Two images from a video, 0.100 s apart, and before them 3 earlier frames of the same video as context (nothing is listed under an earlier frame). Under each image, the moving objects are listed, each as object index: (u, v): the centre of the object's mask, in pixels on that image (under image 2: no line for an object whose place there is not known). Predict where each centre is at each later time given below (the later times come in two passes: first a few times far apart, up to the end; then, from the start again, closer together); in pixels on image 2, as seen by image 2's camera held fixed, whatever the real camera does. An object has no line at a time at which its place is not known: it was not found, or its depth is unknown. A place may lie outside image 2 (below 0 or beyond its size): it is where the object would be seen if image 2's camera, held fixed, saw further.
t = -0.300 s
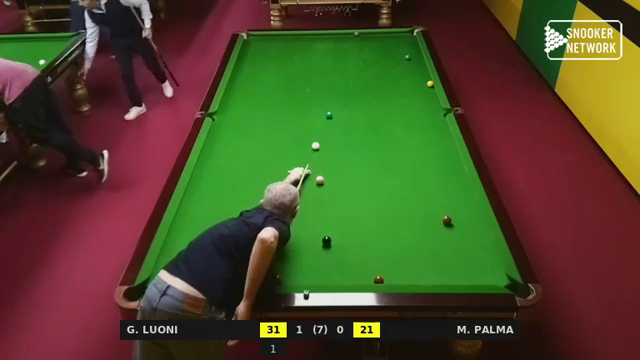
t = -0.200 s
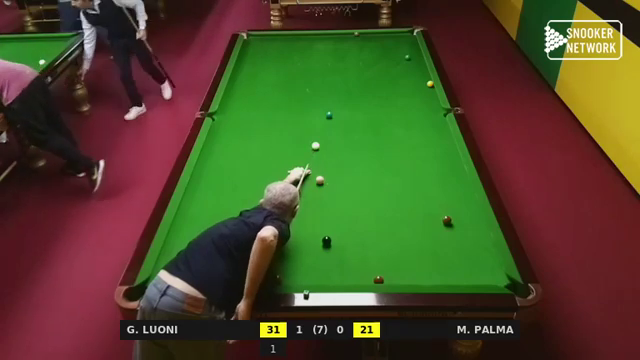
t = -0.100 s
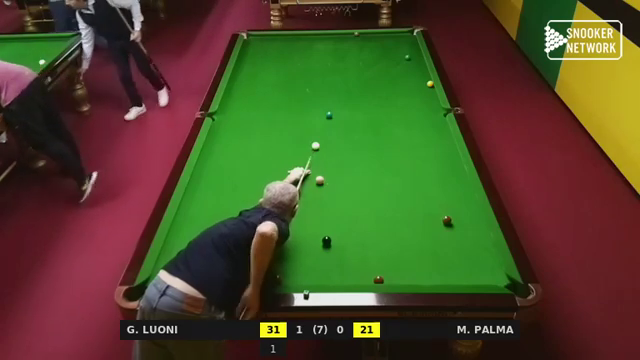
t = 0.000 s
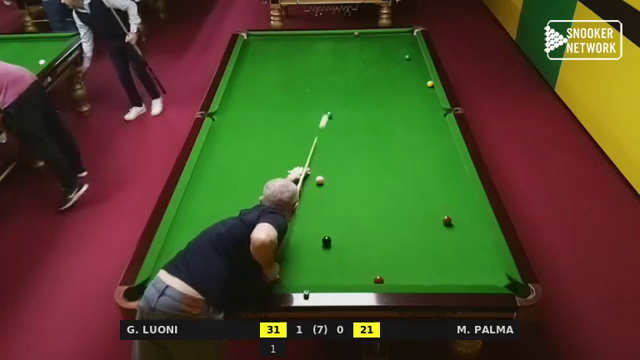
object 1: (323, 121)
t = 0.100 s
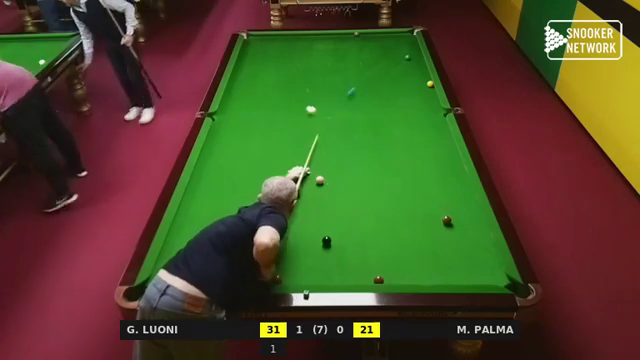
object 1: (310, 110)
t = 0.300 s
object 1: (281, 98)
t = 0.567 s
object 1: (255, 77)
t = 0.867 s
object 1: (243, 56)
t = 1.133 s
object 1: (259, 43)
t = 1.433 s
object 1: (270, 39)
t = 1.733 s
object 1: (276, 49)
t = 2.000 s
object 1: (281, 58)
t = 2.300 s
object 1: (287, 68)
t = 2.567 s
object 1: (293, 78)
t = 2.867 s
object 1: (299, 90)
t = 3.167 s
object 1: (306, 102)
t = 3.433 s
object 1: (313, 113)
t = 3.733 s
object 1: (320, 126)
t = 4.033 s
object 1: (328, 140)
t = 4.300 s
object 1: (335, 152)
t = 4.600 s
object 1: (344, 167)
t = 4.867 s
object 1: (351, 180)
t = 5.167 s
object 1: (361, 195)
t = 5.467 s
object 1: (370, 210)
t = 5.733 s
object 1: (379, 224)
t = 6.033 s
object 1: (389, 240)
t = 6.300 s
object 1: (398, 254)
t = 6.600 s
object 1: (408, 270)
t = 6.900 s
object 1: (415, 277)
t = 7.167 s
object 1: (418, 269)
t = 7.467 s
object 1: (421, 262)
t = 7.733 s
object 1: (423, 256)
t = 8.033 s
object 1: (424, 251)
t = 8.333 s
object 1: (426, 247)
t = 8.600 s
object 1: (427, 244)
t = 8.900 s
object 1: (427, 243)
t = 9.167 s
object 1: (427, 243)
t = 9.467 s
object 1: (427, 243)
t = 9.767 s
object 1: (427, 243)
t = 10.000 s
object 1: (427, 243)
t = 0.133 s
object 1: (305, 109)
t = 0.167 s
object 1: (300, 107)
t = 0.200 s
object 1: (295, 104)
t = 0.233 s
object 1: (290, 103)
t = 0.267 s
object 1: (285, 100)
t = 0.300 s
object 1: (281, 98)
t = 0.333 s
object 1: (277, 96)
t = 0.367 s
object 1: (273, 93)
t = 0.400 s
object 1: (269, 91)
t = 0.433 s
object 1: (266, 88)
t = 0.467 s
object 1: (263, 86)
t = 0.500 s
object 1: (260, 83)
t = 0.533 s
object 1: (257, 80)
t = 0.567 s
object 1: (255, 77)
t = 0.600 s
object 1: (252, 75)
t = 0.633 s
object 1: (250, 72)
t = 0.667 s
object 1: (247, 70)
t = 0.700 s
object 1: (245, 67)
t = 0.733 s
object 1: (243, 64)
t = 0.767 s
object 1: (241, 62)
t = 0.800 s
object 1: (239, 60)
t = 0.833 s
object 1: (241, 57)
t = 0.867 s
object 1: (243, 56)
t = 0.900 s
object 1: (246, 54)
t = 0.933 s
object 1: (248, 52)
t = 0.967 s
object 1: (250, 51)
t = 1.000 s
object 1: (252, 49)
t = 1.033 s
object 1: (254, 47)
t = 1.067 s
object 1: (256, 46)
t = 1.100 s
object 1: (258, 44)
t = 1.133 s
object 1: (259, 43)
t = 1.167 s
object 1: (261, 41)
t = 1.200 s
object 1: (263, 39)
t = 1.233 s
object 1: (265, 38)
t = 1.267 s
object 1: (266, 36)
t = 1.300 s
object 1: (268, 35)
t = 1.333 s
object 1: (268, 36)
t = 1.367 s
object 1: (269, 37)
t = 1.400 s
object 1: (270, 38)
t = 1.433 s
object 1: (270, 39)
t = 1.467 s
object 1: (271, 40)
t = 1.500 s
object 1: (272, 41)
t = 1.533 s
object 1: (272, 43)
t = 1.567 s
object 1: (273, 43)
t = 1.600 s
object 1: (273, 44)
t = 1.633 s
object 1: (274, 45)
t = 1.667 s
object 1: (275, 47)
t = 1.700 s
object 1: (275, 48)
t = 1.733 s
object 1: (276, 49)
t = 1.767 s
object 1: (277, 50)
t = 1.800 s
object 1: (277, 51)
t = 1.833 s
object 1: (278, 52)
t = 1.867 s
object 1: (279, 53)
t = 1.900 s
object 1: (279, 54)
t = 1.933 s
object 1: (280, 56)
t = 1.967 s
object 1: (280, 57)
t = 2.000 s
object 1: (281, 58)
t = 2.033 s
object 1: (282, 59)
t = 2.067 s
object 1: (283, 60)
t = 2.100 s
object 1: (283, 61)
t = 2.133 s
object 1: (284, 62)
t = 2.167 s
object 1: (284, 64)
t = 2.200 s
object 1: (285, 65)
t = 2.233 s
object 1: (286, 66)
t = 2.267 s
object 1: (287, 67)
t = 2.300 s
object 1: (287, 68)
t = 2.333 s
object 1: (288, 70)
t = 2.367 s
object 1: (289, 71)
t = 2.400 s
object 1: (289, 72)
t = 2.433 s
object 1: (290, 73)
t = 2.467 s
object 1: (291, 75)
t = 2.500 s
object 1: (292, 76)
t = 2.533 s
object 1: (293, 77)
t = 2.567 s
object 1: (293, 78)
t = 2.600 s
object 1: (294, 79)
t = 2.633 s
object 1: (294, 81)
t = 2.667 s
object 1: (295, 82)
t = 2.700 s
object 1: (296, 83)
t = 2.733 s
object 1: (297, 85)
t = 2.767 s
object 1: (298, 86)
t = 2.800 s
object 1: (298, 87)
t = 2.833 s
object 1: (299, 88)
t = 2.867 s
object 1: (299, 90)
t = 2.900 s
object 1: (300, 91)
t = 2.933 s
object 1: (301, 92)
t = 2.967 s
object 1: (302, 94)
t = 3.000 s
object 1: (303, 95)
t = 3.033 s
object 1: (303, 97)
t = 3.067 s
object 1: (304, 98)
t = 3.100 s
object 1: (305, 99)
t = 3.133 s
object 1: (306, 100)
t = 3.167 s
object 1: (306, 102)
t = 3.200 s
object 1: (307, 103)
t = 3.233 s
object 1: (308, 105)
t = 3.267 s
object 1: (309, 106)
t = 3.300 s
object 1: (309, 108)
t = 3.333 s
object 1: (310, 109)
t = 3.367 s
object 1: (311, 110)
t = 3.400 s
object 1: (312, 112)
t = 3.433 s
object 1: (313, 113)
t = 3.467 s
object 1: (314, 115)
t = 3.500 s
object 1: (314, 116)
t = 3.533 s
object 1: (315, 117)
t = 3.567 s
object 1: (316, 119)
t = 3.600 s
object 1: (317, 120)
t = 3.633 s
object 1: (318, 122)
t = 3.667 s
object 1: (319, 123)
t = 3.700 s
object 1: (320, 125)
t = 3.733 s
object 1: (320, 126)
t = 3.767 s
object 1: (321, 128)
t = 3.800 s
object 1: (322, 129)
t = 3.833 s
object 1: (323, 130)
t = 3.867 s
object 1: (324, 132)
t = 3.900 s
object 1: (325, 133)
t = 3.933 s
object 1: (325, 135)
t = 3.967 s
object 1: (326, 137)
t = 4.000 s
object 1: (327, 138)
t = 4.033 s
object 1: (328, 140)
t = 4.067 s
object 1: (329, 141)
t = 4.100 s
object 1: (330, 143)
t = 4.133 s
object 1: (331, 144)
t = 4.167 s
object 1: (332, 146)
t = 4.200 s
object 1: (333, 147)
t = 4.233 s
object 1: (334, 149)
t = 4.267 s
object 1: (335, 151)
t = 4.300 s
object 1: (335, 152)
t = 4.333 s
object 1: (336, 154)
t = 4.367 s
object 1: (337, 155)
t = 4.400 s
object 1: (338, 157)
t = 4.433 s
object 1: (339, 158)
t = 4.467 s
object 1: (340, 160)
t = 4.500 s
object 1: (341, 162)
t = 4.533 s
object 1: (342, 163)
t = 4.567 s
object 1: (343, 165)
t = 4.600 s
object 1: (344, 167)
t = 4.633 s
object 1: (345, 168)
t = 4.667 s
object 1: (346, 170)
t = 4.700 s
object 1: (347, 171)
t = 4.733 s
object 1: (348, 173)
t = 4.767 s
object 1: (349, 175)
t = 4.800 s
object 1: (350, 177)
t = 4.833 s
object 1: (350, 178)
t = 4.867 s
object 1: (351, 180)
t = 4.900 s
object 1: (353, 182)
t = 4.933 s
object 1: (353, 183)
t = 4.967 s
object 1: (355, 185)
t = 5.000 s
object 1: (356, 187)
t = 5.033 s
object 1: (357, 188)
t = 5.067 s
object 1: (358, 190)
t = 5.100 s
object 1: (358, 192)
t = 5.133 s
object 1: (359, 193)
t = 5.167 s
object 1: (361, 195)
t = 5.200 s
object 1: (362, 197)
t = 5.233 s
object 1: (363, 198)
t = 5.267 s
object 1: (364, 200)
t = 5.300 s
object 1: (365, 202)
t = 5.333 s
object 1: (366, 203)
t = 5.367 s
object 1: (367, 205)
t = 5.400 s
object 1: (368, 207)
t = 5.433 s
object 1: (369, 208)
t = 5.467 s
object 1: (370, 210)
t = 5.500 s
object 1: (371, 212)
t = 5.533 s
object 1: (372, 214)
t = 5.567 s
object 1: (373, 215)
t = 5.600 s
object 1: (374, 217)
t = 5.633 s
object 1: (375, 219)
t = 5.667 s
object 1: (376, 221)
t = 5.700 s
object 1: (377, 222)
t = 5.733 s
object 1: (379, 224)
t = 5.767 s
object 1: (380, 226)
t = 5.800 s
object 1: (381, 228)
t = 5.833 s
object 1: (382, 230)
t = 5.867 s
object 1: (383, 231)
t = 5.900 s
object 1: (384, 233)
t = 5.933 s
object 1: (385, 235)
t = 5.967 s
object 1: (386, 237)
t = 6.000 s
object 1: (388, 238)
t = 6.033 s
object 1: (389, 240)
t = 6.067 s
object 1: (390, 242)
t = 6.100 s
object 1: (391, 244)
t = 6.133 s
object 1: (392, 246)
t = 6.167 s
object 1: (393, 247)
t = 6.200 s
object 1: (394, 249)
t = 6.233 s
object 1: (395, 251)
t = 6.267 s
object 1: (397, 253)
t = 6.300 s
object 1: (398, 254)
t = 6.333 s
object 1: (399, 256)
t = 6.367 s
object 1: (400, 258)
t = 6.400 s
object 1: (401, 260)
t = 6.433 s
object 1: (402, 261)
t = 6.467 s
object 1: (403, 263)
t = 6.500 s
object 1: (404, 265)
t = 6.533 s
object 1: (405, 267)
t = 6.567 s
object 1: (406, 269)
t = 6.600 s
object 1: (408, 270)
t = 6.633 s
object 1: (409, 272)
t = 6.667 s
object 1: (410, 274)
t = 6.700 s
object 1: (411, 275)
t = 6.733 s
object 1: (412, 277)
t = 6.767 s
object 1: (413, 278)
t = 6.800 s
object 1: (414, 279)
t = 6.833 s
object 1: (414, 279)
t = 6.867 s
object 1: (415, 278)
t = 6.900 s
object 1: (415, 277)
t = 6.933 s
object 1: (416, 277)
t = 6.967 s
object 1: (416, 276)
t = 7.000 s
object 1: (416, 275)
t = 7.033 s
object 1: (417, 273)
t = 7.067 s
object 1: (417, 272)
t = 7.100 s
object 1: (417, 271)
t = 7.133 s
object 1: (418, 270)
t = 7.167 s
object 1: (418, 269)
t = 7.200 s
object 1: (418, 268)
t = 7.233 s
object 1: (419, 268)
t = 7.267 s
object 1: (419, 267)
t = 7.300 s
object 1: (419, 266)
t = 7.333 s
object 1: (420, 265)
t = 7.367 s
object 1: (420, 264)
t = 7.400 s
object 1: (420, 263)
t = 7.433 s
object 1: (420, 262)
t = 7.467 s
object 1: (421, 262)
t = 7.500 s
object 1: (421, 261)
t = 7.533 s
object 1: (421, 260)
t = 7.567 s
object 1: (421, 259)
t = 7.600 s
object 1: (421, 259)
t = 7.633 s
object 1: (422, 258)
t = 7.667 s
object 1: (422, 257)
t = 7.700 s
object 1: (422, 256)
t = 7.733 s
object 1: (423, 256)
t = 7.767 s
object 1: (423, 255)
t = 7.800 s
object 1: (423, 255)
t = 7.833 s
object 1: (423, 254)
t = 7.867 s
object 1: (423, 253)
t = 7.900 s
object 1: (424, 253)
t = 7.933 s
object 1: (424, 252)
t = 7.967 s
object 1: (424, 252)
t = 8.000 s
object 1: (424, 251)
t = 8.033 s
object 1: (424, 251)
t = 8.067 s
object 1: (425, 250)
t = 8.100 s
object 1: (425, 250)
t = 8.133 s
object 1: (425, 249)
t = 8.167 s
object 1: (425, 249)
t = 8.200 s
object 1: (425, 248)
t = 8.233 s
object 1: (425, 248)
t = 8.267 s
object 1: (426, 247)
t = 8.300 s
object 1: (426, 247)
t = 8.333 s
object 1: (426, 247)
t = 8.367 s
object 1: (426, 246)
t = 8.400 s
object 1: (426, 246)
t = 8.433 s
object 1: (426, 246)
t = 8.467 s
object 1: (426, 245)
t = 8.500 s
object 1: (426, 245)
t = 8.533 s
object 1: (427, 245)
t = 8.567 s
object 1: (427, 245)
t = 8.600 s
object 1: (427, 244)
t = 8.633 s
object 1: (427, 244)
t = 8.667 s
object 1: (427, 244)
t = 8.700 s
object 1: (427, 244)
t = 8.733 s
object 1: (427, 244)
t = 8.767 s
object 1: (427, 244)
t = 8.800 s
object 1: (427, 243)
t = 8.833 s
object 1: (427, 243)
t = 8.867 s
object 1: (427, 243)
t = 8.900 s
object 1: (427, 243)
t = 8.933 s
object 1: (427, 243)
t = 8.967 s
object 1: (427, 243)
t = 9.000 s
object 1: (427, 243)
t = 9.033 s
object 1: (427, 243)
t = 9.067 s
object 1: (427, 243)
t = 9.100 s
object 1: (427, 243)
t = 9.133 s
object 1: (427, 243)
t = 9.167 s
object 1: (427, 243)
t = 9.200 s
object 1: (427, 243)
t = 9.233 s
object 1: (427, 243)
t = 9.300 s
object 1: (427, 243)
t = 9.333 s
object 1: (427, 243)
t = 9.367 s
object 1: (427, 243)
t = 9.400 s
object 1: (427, 243)
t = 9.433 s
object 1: (427, 243)
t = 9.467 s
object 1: (427, 243)
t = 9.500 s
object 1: (427, 243)
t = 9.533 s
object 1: (427, 243)
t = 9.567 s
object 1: (427, 243)
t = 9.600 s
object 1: (427, 243)
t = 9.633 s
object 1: (427, 243)
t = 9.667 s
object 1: (427, 243)
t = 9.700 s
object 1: (427, 243)
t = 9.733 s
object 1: (427, 243)
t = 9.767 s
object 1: (427, 243)
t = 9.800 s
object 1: (427, 243)
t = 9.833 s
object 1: (427, 243)
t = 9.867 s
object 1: (427, 243)
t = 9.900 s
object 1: (427, 243)
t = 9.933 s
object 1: (427, 243)
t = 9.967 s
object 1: (427, 243)
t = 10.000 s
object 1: (427, 243)
